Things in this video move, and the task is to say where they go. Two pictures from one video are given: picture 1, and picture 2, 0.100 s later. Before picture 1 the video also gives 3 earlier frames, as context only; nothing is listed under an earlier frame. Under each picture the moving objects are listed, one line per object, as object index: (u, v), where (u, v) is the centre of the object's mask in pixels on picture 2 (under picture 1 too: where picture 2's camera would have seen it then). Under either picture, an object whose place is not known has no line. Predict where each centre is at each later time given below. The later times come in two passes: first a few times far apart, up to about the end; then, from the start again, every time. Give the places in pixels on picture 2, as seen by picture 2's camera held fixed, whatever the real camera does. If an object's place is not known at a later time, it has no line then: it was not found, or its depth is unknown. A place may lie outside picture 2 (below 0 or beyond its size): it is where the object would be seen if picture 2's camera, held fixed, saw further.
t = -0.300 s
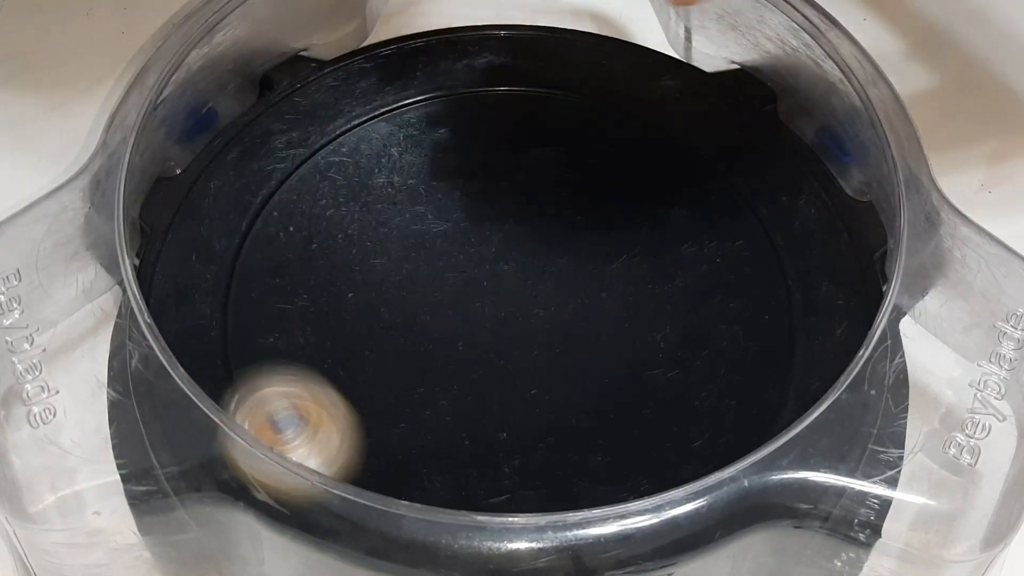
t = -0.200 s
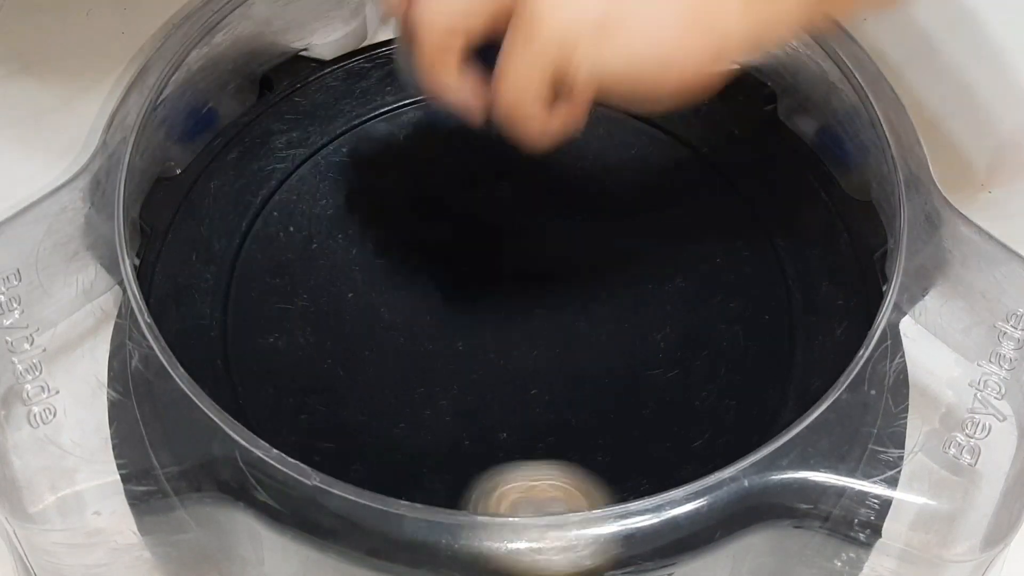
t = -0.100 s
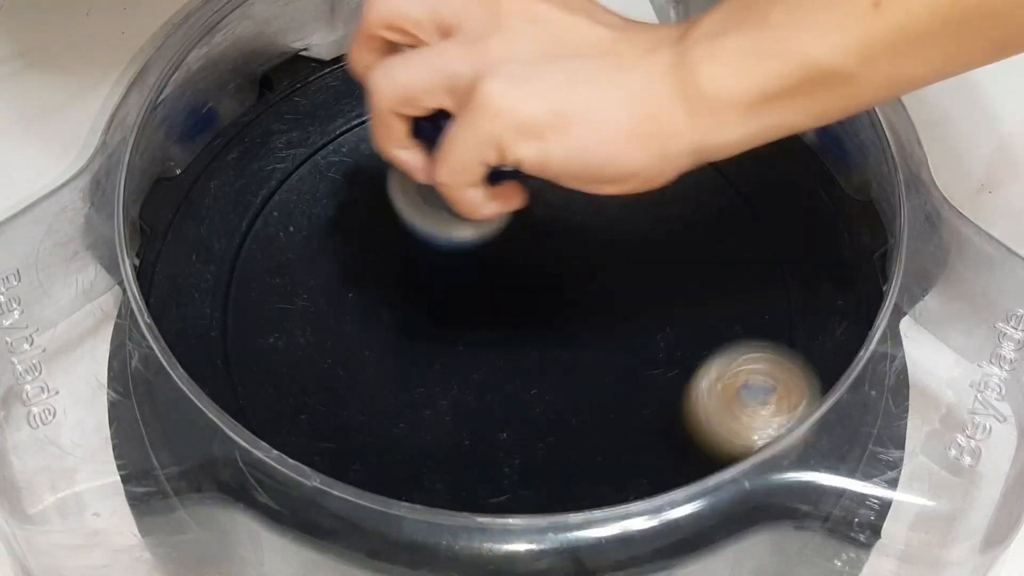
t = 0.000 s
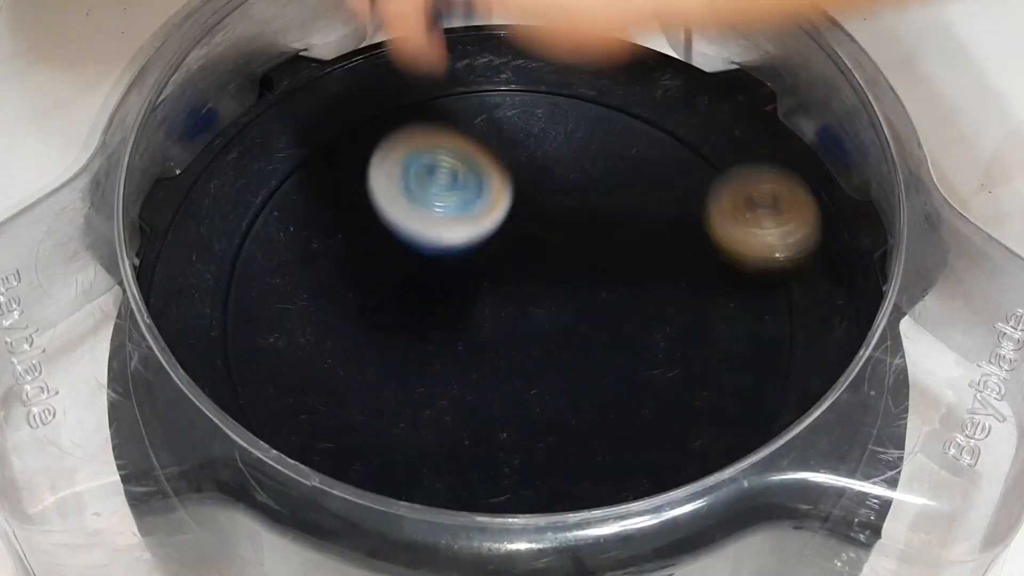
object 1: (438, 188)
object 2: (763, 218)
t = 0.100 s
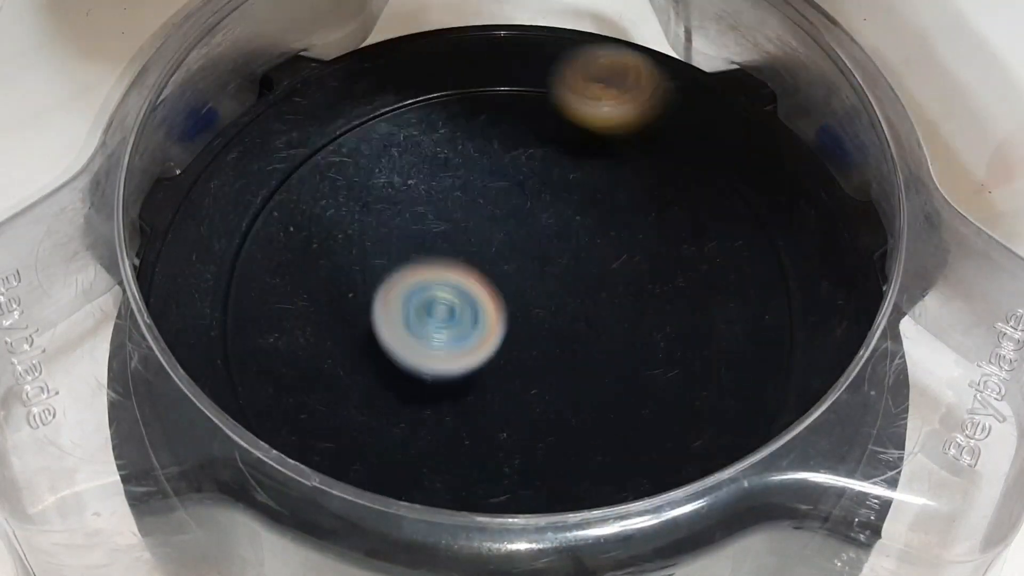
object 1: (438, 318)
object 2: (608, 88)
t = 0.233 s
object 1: (455, 330)
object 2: (322, 72)
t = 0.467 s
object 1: (487, 266)
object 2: (173, 436)
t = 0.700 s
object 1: (478, 202)
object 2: (545, 390)
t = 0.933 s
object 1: (375, 205)
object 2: (653, 147)
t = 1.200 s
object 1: (429, 368)
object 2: (401, 118)
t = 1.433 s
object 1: (746, 310)
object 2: (343, 366)
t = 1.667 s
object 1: (673, 126)
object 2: (651, 453)
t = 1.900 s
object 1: (299, 147)
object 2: (744, 238)
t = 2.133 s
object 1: (534, 487)
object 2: (506, 134)
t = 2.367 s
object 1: (640, 95)
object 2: (297, 282)
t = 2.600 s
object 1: (255, 396)
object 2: (437, 469)
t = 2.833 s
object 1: (775, 450)
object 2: (841, 262)
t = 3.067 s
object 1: (596, 238)
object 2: (512, 115)
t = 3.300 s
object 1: (203, 281)
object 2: (296, 124)
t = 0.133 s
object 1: (440, 299)
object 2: (539, 68)
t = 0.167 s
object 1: (444, 293)
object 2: (468, 60)
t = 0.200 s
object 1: (448, 303)
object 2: (395, 61)
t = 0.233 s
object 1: (455, 330)
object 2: (322, 72)
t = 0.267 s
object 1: (460, 323)
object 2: (276, 108)
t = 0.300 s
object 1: (465, 308)
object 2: (237, 154)
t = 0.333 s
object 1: (470, 308)
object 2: (203, 205)
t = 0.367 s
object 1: (475, 310)
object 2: (184, 257)
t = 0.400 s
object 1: (479, 287)
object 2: (168, 316)
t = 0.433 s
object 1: (484, 279)
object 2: (161, 379)
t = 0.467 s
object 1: (487, 266)
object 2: (173, 436)
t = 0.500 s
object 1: (488, 251)
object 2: (204, 497)
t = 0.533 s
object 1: (490, 244)
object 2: (259, 504)
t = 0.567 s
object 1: (491, 233)
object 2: (328, 479)
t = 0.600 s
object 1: (491, 222)
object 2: (390, 455)
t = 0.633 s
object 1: (489, 215)
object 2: (443, 445)
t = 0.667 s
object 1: (485, 206)
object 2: (498, 420)
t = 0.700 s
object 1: (478, 202)
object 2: (545, 390)
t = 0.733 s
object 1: (470, 199)
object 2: (587, 357)
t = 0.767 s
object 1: (459, 196)
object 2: (620, 322)
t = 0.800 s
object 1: (447, 194)
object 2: (644, 286)
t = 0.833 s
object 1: (431, 193)
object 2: (659, 249)
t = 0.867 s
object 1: (414, 194)
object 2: (664, 214)
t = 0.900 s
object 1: (395, 198)
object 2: (662, 180)
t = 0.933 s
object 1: (375, 205)
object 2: (653, 147)
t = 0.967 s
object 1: (358, 215)
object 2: (636, 118)
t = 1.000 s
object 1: (343, 229)
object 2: (614, 93)
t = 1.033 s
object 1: (333, 247)
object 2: (586, 77)
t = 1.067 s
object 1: (331, 270)
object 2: (551, 71)
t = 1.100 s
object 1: (339, 295)
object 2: (513, 74)
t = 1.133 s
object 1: (358, 322)
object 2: (473, 84)
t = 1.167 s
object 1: (388, 347)
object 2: (436, 98)
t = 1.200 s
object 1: (429, 368)
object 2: (401, 118)
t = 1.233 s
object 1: (477, 382)
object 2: (370, 143)
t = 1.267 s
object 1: (529, 390)
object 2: (346, 171)
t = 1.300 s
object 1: (579, 387)
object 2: (329, 207)
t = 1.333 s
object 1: (629, 377)
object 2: (316, 244)
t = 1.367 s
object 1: (675, 361)
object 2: (313, 285)
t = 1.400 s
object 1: (713, 338)
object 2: (322, 327)
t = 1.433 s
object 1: (746, 310)
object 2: (343, 366)
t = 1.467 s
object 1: (768, 279)
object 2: (373, 402)
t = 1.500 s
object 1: (782, 246)
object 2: (409, 433)
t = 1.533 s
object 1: (782, 212)
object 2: (452, 455)
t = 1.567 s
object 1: (770, 185)
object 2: (501, 467)
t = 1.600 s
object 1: (745, 160)
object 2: (552, 469)
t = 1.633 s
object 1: (714, 143)
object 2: (603, 465)
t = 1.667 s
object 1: (673, 126)
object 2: (651, 453)
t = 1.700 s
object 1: (628, 112)
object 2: (696, 434)
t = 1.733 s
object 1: (579, 98)
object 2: (734, 410)
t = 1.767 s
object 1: (524, 88)
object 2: (762, 380)
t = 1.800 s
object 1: (465, 82)
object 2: (774, 347)
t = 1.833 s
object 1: (404, 85)
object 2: (770, 308)
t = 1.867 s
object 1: (348, 105)
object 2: (760, 272)
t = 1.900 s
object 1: (299, 147)
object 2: (744, 238)
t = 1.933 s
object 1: (256, 198)
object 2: (723, 206)
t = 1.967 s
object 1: (227, 260)
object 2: (697, 179)
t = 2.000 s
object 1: (237, 331)
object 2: (665, 158)
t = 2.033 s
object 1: (264, 412)
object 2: (628, 143)
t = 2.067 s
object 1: (335, 474)
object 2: (588, 134)
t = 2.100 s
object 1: (428, 510)
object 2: (547, 131)
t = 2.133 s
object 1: (534, 487)
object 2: (506, 134)
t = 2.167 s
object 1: (634, 469)
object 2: (466, 142)
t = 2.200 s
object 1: (717, 426)
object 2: (429, 156)
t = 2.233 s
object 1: (784, 370)
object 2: (394, 174)
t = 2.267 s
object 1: (798, 290)
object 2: (362, 194)
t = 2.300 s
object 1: (773, 209)
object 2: (334, 219)
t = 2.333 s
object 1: (716, 139)
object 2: (312, 248)
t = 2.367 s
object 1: (640, 95)
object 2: (297, 282)
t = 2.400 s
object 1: (550, 72)
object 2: (290, 318)
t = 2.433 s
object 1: (458, 73)
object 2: (292, 353)
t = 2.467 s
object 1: (370, 100)
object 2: (303, 389)
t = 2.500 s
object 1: (295, 144)
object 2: (328, 419)
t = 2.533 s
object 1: (245, 217)
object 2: (360, 442)
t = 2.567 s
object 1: (227, 304)
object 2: (397, 459)
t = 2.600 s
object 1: (255, 396)
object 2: (437, 469)
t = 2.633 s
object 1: (334, 476)
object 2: (485, 475)
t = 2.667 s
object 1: (412, 511)
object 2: (579, 470)
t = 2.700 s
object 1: (488, 532)
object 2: (673, 448)
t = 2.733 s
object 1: (572, 533)
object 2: (748, 405)
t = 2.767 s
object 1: (642, 516)
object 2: (795, 357)
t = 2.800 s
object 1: (711, 486)
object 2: (830, 307)
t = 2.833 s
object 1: (775, 450)
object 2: (841, 262)
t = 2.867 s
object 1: (821, 403)
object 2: (799, 229)
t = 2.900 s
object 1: (852, 352)
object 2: (747, 199)
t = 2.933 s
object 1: (866, 297)
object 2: (696, 172)
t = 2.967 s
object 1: (805, 285)
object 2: (648, 150)
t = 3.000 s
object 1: (737, 276)
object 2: (600, 131)
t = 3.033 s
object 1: (665, 260)
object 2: (555, 120)
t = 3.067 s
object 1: (596, 238)
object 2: (512, 115)
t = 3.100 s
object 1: (529, 217)
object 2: (472, 115)
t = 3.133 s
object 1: (466, 204)
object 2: (433, 110)
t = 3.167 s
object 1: (404, 210)
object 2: (392, 85)
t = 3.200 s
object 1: (342, 221)
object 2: (355, 63)
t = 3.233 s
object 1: (287, 238)
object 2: (323, 72)
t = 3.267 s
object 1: (235, 261)
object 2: (309, 98)
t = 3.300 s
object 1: (203, 281)
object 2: (296, 124)
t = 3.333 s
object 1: (202, 281)
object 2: (296, 123)
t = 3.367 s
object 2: (286, 152)
